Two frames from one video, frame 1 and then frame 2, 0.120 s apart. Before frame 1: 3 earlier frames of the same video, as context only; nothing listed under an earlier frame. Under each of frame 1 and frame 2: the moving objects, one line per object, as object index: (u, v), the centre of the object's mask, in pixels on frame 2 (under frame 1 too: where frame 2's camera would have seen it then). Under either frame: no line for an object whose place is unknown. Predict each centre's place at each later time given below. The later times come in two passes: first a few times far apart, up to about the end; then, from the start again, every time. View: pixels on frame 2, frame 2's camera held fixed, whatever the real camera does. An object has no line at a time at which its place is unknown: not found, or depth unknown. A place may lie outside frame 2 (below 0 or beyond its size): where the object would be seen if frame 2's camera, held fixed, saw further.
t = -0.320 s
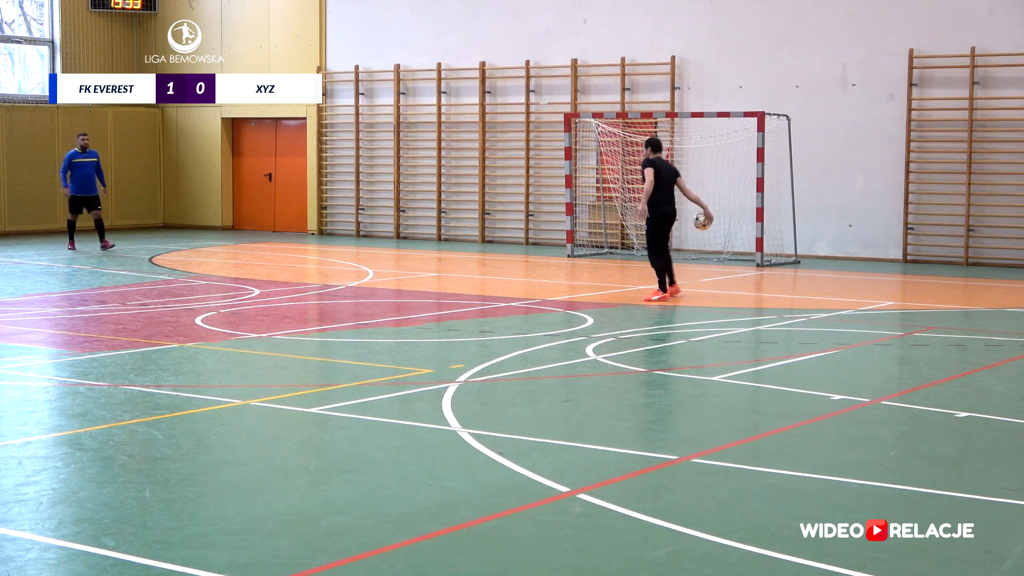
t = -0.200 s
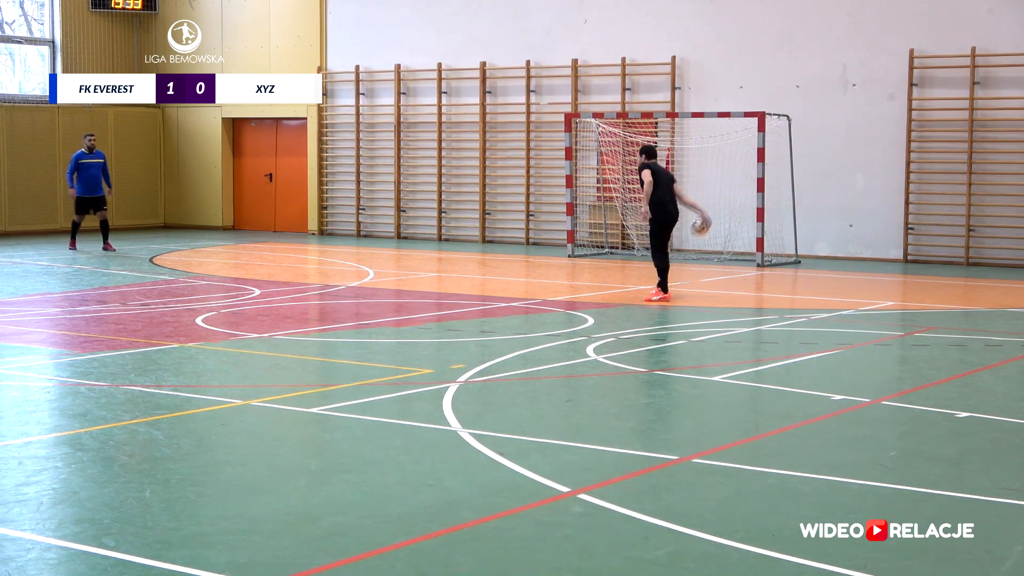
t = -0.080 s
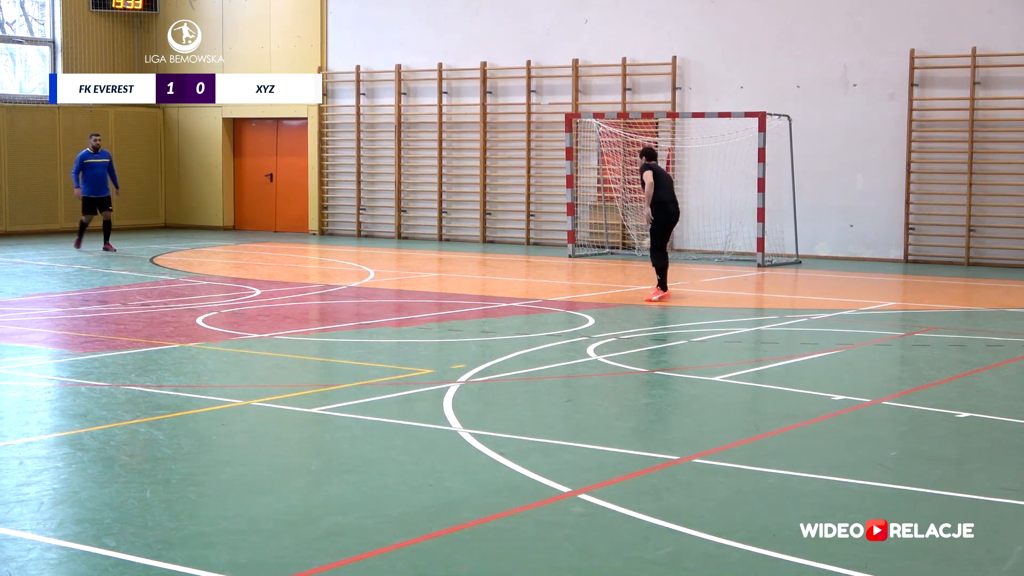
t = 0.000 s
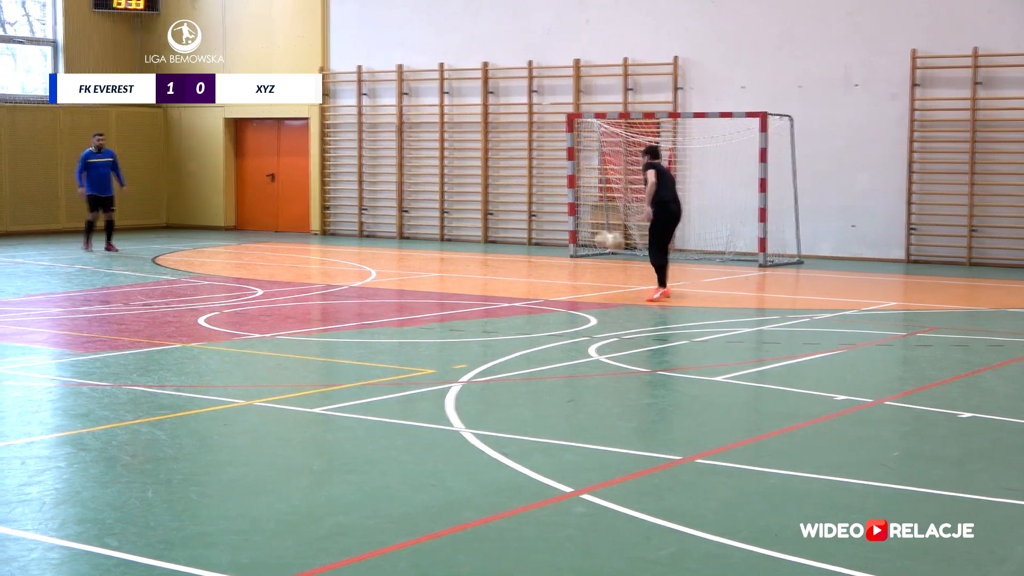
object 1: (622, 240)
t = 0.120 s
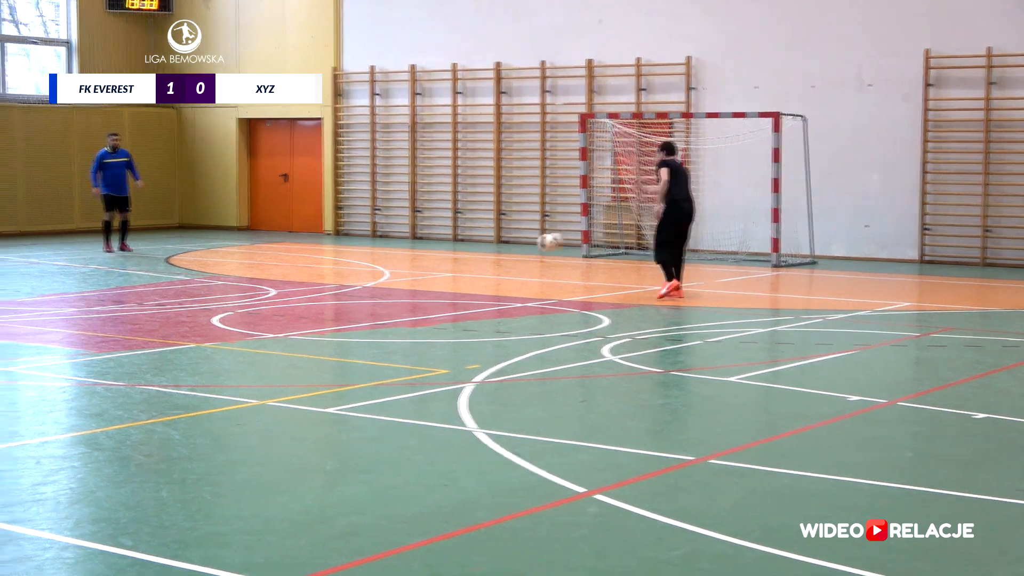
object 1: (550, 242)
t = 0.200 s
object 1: (506, 247)
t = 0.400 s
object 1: (414, 257)
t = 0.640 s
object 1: (333, 255)
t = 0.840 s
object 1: (277, 250)
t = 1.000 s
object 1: (235, 248)
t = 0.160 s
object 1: (527, 245)
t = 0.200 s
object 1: (506, 247)
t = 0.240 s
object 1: (483, 253)
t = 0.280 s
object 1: (463, 260)
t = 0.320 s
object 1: (444, 267)
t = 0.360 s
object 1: (427, 261)
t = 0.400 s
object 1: (414, 257)
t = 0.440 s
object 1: (400, 253)
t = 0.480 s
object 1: (385, 250)
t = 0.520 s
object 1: (372, 250)
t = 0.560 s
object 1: (359, 250)
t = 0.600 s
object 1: (345, 252)
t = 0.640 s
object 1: (333, 255)
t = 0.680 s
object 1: (321, 258)
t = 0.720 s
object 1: (310, 254)
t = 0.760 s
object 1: (299, 251)
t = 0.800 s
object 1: (287, 250)
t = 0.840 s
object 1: (277, 250)
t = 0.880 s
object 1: (266, 251)
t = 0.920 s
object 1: (256, 252)
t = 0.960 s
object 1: (246, 250)
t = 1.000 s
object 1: (235, 248)
